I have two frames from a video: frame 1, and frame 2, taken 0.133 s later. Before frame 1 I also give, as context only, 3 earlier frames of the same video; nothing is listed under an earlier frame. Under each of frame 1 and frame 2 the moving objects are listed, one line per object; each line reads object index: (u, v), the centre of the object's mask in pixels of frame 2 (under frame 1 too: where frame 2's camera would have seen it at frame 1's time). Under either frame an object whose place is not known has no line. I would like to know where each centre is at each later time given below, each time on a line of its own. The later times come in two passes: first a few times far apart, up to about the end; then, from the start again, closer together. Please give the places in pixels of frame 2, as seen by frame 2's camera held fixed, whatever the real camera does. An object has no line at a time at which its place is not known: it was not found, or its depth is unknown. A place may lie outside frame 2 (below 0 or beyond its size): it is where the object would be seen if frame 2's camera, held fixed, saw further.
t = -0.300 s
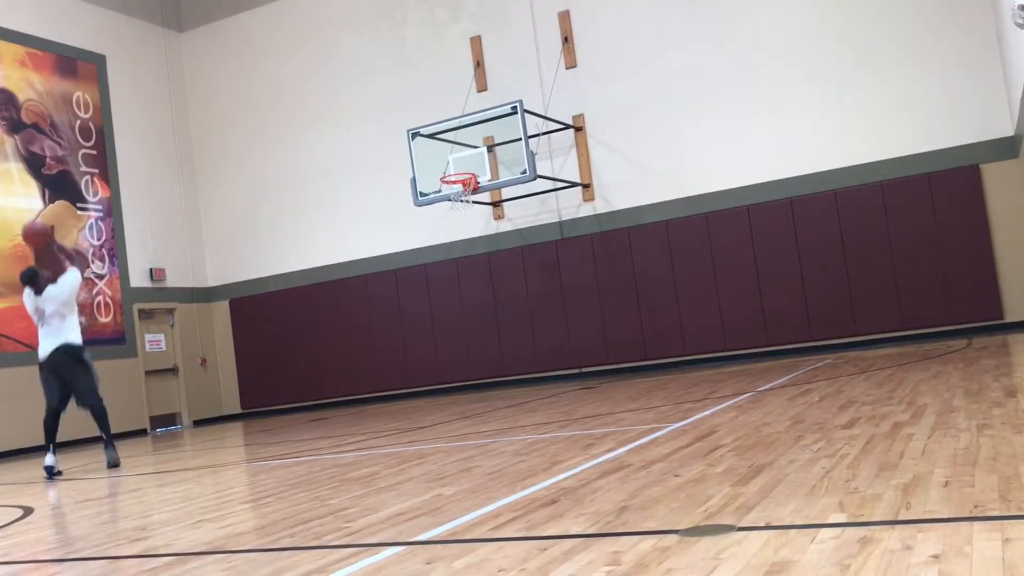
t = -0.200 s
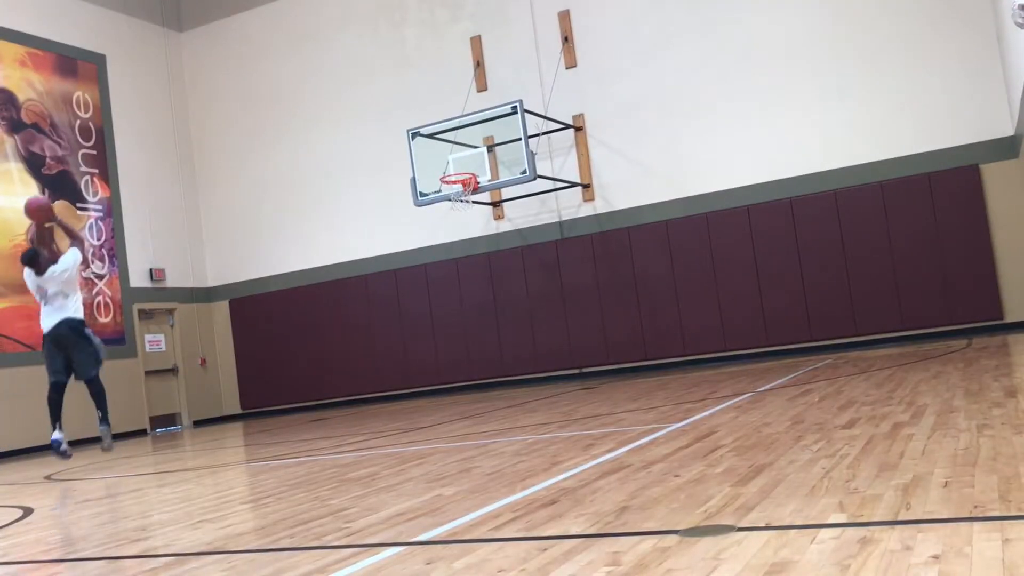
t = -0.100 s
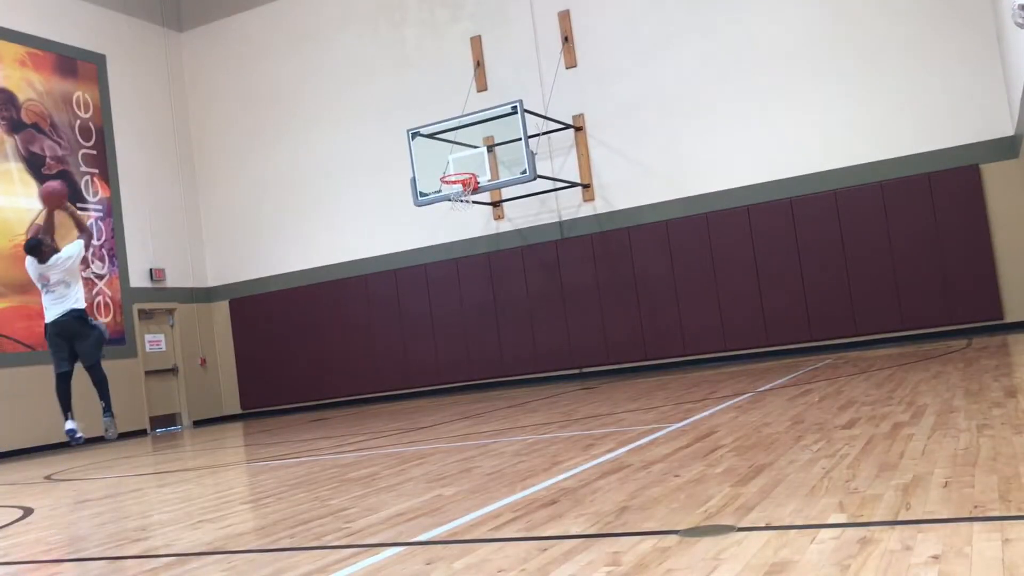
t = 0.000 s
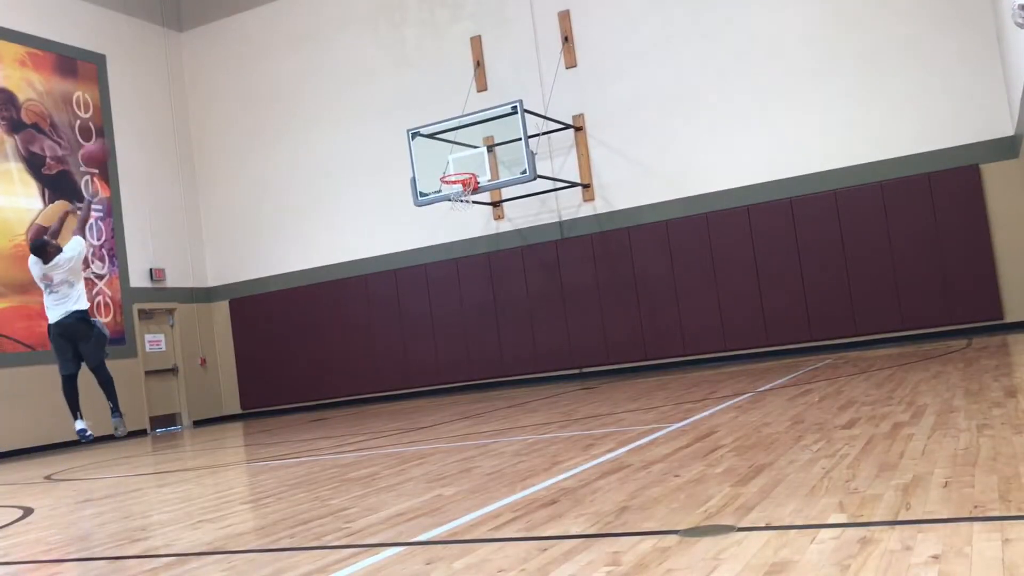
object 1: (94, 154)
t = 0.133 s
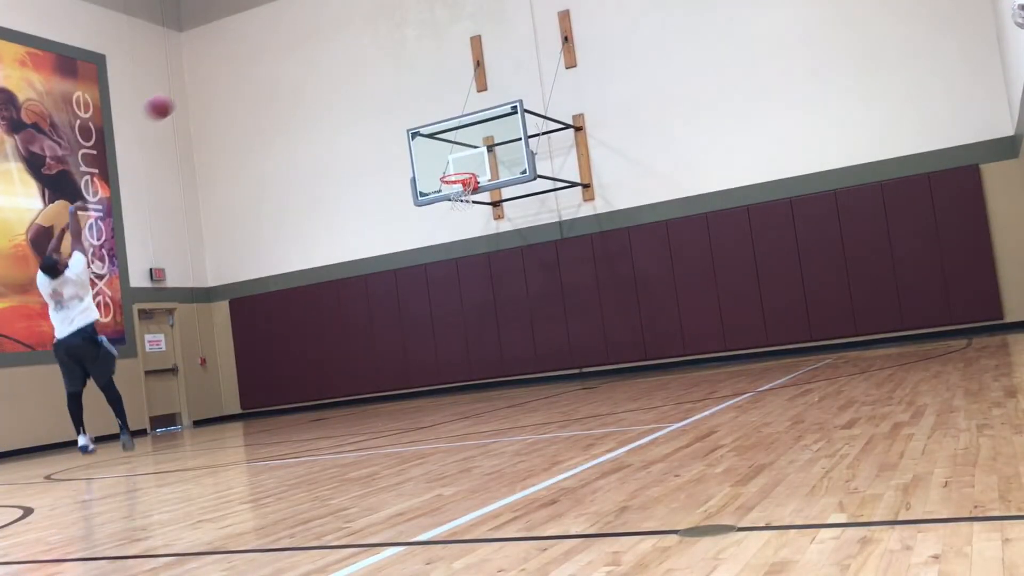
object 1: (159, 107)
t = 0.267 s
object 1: (218, 81)
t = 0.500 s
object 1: (309, 78)
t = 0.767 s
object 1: (398, 123)
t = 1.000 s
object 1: (469, 186)
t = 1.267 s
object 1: (492, 213)
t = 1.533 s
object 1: (519, 286)
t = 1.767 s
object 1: (545, 372)
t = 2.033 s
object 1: (528, 287)
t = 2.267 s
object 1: (518, 258)
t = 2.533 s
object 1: (516, 278)
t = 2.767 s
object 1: (519, 347)
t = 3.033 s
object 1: (513, 338)
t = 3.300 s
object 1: (506, 306)
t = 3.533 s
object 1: (506, 330)
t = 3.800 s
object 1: (508, 379)
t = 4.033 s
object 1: (500, 341)
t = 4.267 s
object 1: (499, 358)
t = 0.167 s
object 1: (175, 98)
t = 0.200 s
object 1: (190, 92)
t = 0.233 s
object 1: (204, 86)
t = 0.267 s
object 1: (218, 81)
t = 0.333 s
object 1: (245, 75)
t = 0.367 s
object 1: (258, 75)
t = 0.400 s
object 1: (272, 74)
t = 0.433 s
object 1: (284, 74)
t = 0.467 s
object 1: (296, 76)
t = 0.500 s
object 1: (309, 78)
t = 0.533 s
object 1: (321, 81)
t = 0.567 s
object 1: (332, 85)
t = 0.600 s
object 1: (344, 90)
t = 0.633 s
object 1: (355, 95)
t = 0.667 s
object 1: (366, 101)
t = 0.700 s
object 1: (376, 108)
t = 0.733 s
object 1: (387, 116)
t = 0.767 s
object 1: (398, 123)
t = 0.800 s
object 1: (409, 133)
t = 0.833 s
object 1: (419, 142)
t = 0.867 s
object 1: (429, 152)
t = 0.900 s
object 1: (439, 163)
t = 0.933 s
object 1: (447, 170)
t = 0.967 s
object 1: (459, 182)
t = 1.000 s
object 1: (469, 186)
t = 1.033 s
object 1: (472, 192)
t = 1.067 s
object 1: (474, 191)
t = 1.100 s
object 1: (475, 191)
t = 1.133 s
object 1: (481, 197)
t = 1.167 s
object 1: (484, 200)
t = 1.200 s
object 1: (486, 203)
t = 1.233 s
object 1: (489, 208)
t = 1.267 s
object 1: (492, 213)
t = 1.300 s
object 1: (495, 219)
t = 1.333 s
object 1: (498, 226)
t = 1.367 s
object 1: (502, 234)
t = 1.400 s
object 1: (504, 243)
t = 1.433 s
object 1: (507, 252)
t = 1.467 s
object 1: (511, 262)
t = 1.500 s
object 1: (514, 273)
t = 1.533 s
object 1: (519, 286)
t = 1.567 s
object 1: (523, 298)
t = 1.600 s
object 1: (527, 313)
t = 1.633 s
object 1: (532, 328)
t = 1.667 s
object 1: (536, 344)
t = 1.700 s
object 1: (541, 361)
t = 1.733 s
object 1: (547, 381)
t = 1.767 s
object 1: (545, 372)
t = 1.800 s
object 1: (542, 359)
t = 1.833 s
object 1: (540, 347)
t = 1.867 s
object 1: (537, 335)
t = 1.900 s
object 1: (536, 323)
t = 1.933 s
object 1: (534, 313)
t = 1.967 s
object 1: (531, 304)
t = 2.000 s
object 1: (529, 295)
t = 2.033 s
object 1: (528, 287)
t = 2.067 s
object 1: (526, 281)
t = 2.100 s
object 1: (524, 275)
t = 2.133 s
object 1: (523, 270)
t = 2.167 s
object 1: (522, 265)
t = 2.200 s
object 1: (521, 262)
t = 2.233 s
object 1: (520, 260)
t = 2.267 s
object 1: (518, 258)
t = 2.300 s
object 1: (518, 257)
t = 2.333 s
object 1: (518, 257)
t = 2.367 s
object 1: (517, 258)
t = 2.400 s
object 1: (517, 260)
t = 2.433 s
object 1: (516, 263)
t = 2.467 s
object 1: (516, 267)
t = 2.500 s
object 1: (516, 272)
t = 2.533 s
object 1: (516, 278)
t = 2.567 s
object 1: (516, 285)
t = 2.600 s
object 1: (516, 293)
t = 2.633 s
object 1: (516, 302)
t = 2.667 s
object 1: (517, 311)
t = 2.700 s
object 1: (518, 322)
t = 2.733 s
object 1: (518, 334)
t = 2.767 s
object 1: (519, 347)
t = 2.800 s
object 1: (519, 361)
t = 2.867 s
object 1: (522, 390)
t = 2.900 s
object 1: (520, 378)
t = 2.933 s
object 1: (518, 367)
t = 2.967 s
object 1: (517, 356)
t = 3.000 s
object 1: (513, 350)
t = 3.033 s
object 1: (513, 338)
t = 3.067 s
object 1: (512, 331)
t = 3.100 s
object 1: (510, 324)
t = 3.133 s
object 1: (509, 319)
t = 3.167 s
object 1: (509, 315)
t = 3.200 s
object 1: (507, 311)
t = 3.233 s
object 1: (507, 308)
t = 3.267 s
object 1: (506, 307)
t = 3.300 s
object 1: (506, 306)
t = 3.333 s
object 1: (505, 306)
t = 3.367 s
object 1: (505, 308)
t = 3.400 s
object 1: (505, 310)
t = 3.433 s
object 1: (505, 313)
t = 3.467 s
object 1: (505, 318)
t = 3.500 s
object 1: (505, 323)
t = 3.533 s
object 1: (506, 330)
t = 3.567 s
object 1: (506, 338)
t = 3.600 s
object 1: (507, 346)
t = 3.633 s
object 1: (507, 357)
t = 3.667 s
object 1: (508, 368)
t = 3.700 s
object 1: (509, 380)
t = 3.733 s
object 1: (511, 394)
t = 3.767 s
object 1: (510, 388)
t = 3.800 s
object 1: (508, 379)
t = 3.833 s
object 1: (507, 368)
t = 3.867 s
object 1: (504, 364)
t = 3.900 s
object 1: (503, 357)
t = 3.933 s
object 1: (503, 352)
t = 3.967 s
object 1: (501, 347)
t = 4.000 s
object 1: (501, 344)
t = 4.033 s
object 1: (500, 341)
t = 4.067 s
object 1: (499, 341)
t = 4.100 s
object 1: (499, 341)
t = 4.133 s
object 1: (498, 341)
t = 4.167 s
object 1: (498, 344)
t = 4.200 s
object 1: (498, 347)
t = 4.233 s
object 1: (498, 352)
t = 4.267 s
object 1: (499, 358)
